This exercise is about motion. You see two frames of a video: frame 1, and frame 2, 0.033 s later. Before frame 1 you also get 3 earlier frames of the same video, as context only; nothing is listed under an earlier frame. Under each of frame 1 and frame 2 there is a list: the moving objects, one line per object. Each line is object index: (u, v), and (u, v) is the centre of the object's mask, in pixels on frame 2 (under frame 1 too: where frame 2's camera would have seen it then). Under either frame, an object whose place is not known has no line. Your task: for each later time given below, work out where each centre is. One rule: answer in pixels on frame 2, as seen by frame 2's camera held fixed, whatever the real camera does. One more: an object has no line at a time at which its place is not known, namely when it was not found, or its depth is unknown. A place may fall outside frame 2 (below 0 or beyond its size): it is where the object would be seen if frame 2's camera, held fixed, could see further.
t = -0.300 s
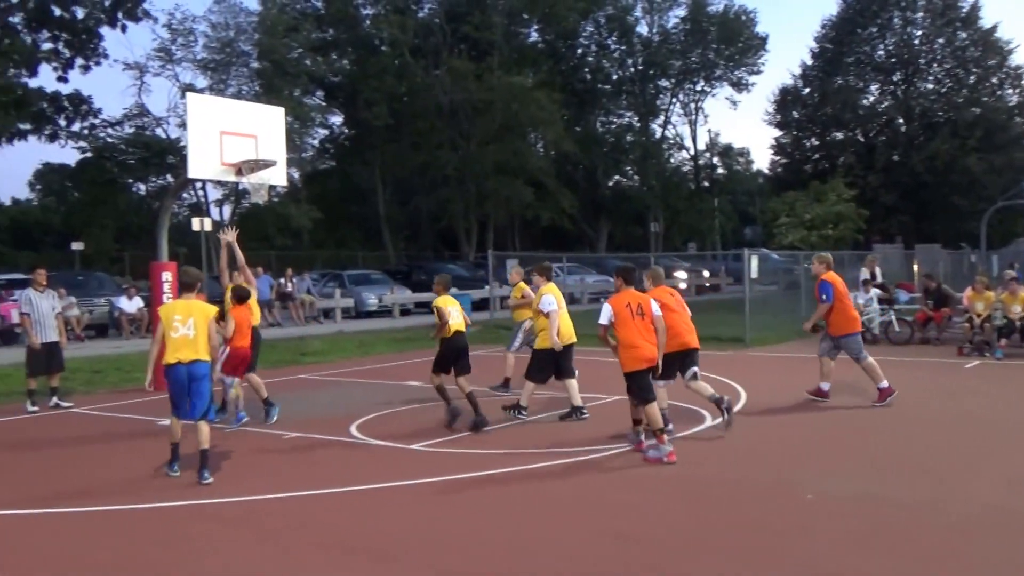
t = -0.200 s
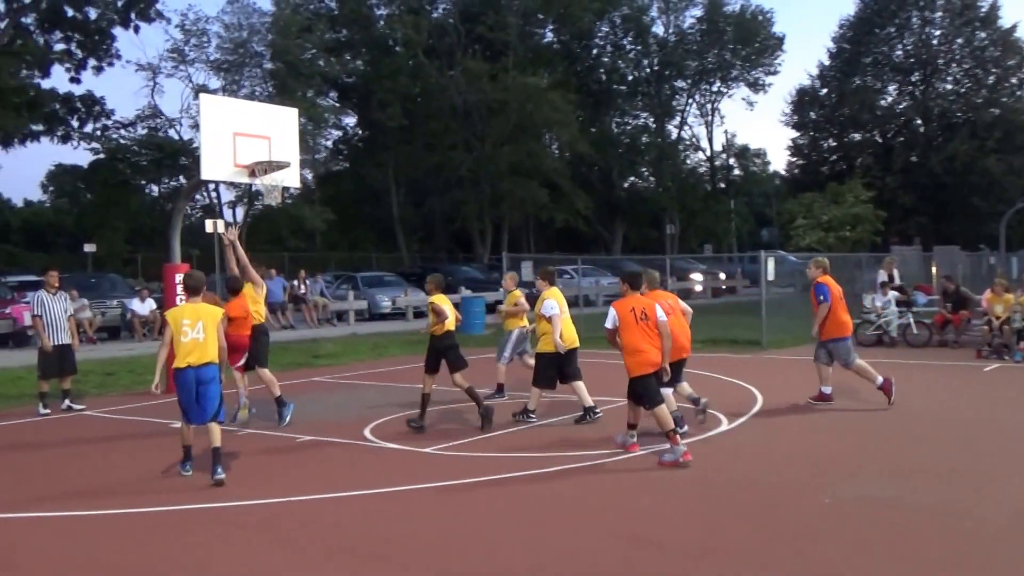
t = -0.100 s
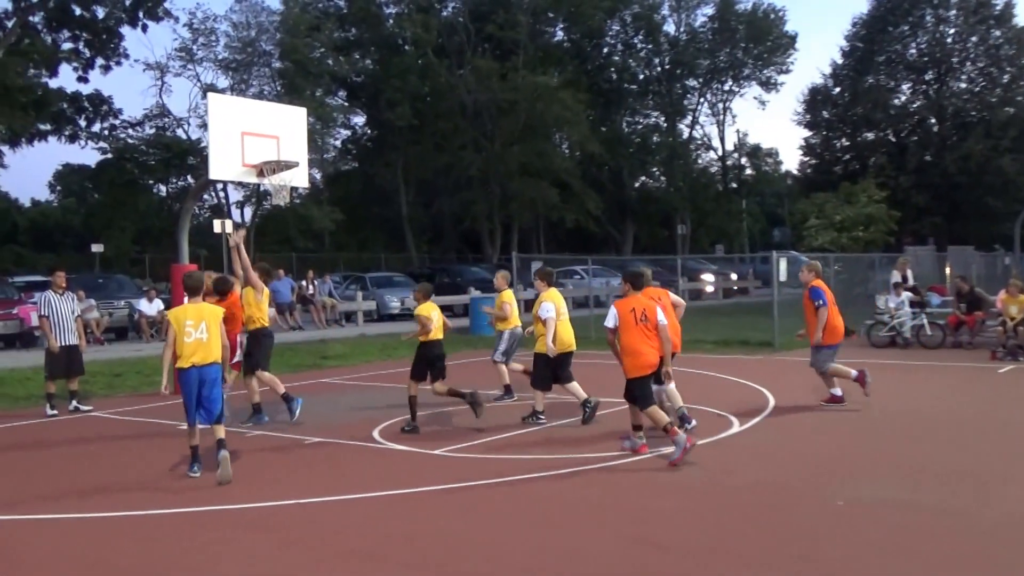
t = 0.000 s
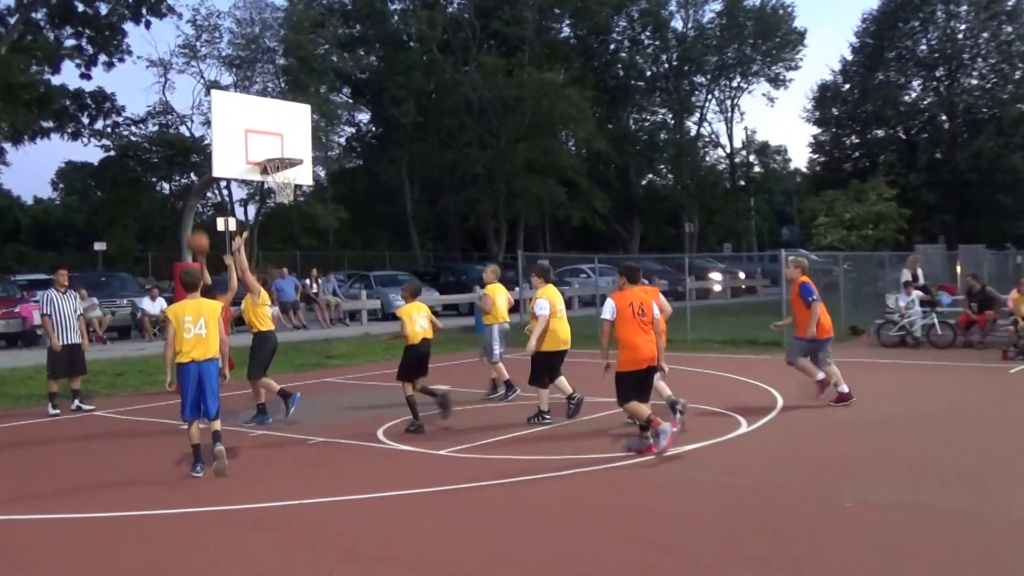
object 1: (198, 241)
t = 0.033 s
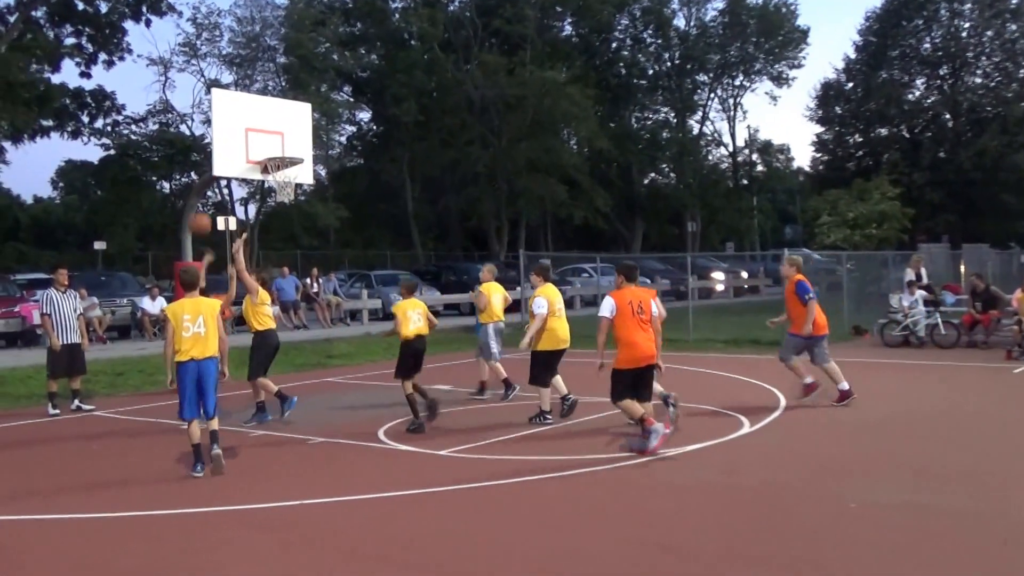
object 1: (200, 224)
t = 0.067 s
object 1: (202, 206)
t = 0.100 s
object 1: (204, 190)
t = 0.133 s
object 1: (207, 177)
